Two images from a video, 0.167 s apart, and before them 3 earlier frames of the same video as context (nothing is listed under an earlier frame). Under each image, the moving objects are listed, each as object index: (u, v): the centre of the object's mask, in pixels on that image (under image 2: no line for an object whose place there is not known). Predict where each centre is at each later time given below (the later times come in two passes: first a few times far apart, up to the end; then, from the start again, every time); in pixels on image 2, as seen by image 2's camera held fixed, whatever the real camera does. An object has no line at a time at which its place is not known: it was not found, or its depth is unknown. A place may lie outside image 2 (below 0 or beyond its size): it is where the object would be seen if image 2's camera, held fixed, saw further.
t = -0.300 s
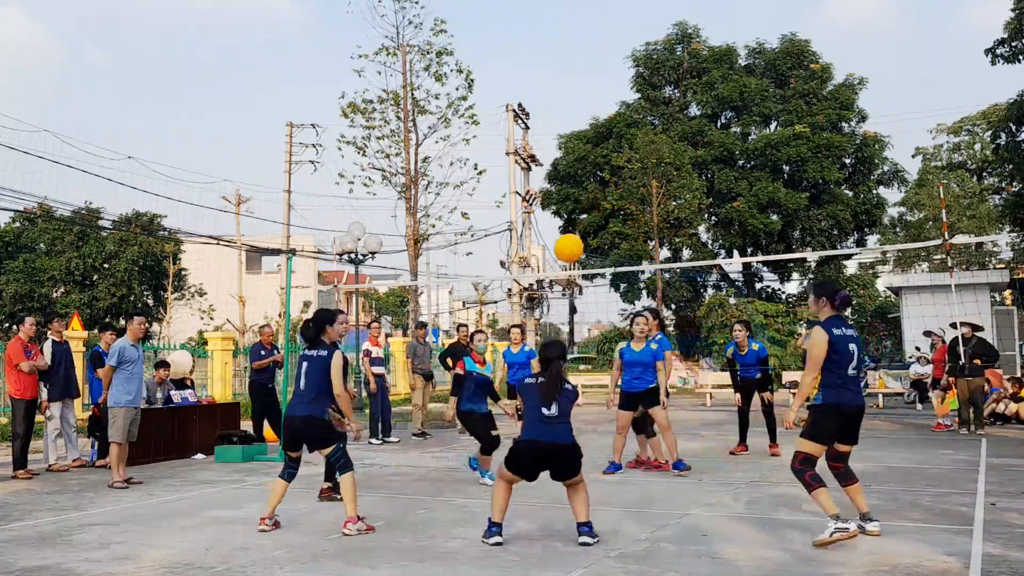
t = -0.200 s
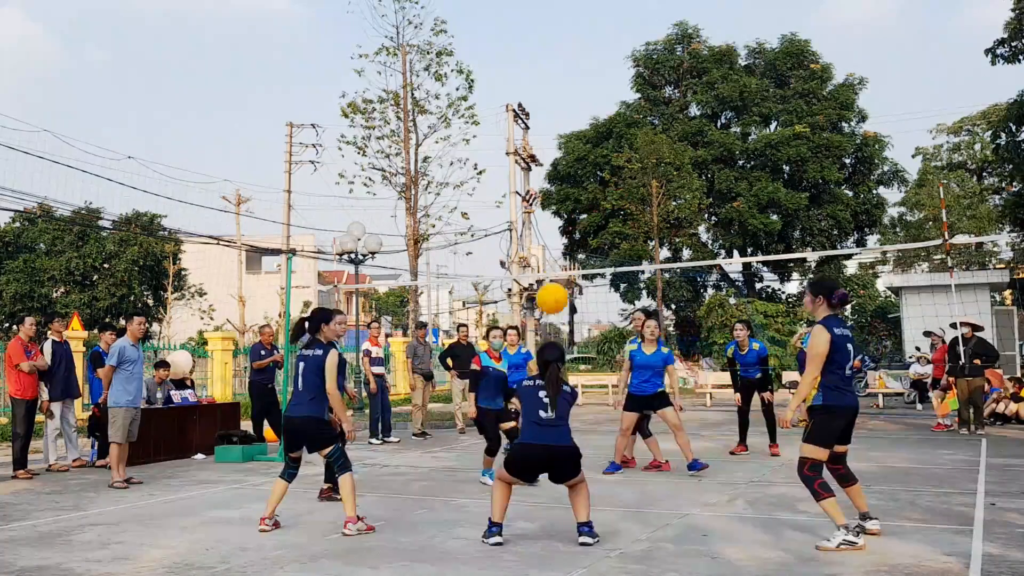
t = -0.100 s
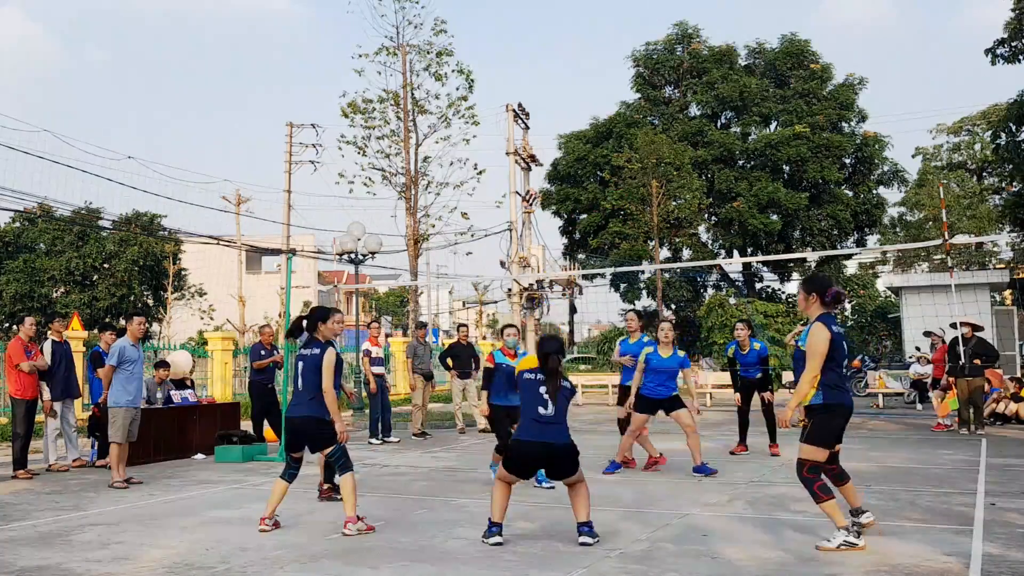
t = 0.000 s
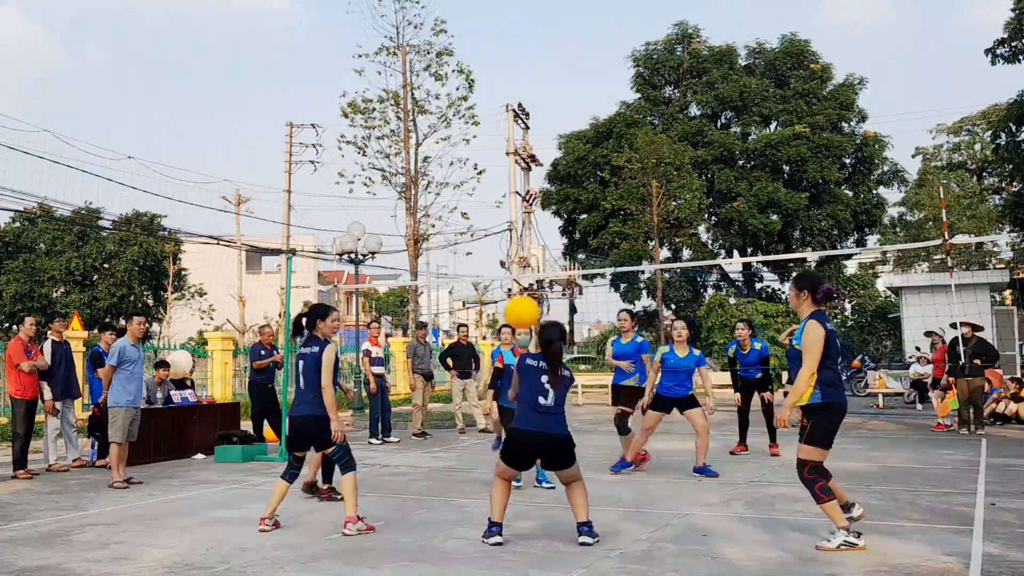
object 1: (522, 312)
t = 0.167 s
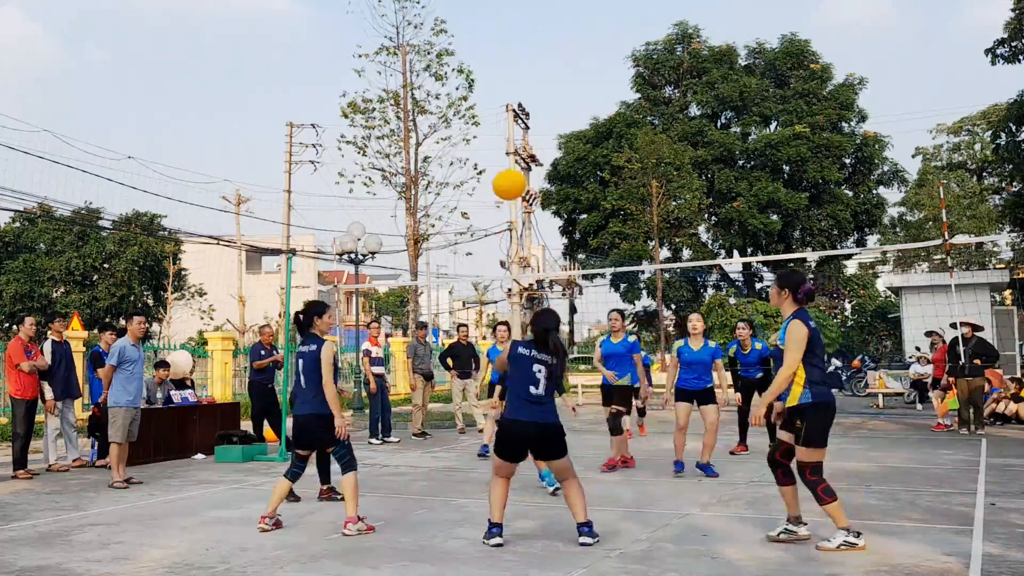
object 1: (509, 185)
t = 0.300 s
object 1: (499, 117)
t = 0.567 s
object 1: (481, 60)
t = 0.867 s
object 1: (463, 107)
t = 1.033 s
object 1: (453, 177)
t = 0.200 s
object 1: (506, 165)
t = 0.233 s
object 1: (504, 147)
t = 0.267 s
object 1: (501, 131)
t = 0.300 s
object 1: (499, 117)
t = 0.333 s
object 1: (496, 104)
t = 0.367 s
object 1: (494, 93)
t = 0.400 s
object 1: (492, 84)
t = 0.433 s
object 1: (489, 76)
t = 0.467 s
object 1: (488, 70)
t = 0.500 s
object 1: (485, 65)
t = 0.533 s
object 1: (483, 62)
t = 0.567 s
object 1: (481, 60)
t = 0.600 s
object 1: (479, 60)
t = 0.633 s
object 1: (477, 61)
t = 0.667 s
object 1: (475, 64)
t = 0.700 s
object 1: (473, 68)
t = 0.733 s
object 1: (471, 73)
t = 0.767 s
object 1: (469, 80)
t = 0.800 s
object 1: (467, 87)
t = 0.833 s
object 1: (465, 97)
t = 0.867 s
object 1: (463, 107)
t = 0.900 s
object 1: (461, 118)
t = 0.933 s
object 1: (459, 132)
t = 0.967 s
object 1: (457, 146)
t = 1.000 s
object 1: (455, 161)
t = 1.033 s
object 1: (453, 177)
